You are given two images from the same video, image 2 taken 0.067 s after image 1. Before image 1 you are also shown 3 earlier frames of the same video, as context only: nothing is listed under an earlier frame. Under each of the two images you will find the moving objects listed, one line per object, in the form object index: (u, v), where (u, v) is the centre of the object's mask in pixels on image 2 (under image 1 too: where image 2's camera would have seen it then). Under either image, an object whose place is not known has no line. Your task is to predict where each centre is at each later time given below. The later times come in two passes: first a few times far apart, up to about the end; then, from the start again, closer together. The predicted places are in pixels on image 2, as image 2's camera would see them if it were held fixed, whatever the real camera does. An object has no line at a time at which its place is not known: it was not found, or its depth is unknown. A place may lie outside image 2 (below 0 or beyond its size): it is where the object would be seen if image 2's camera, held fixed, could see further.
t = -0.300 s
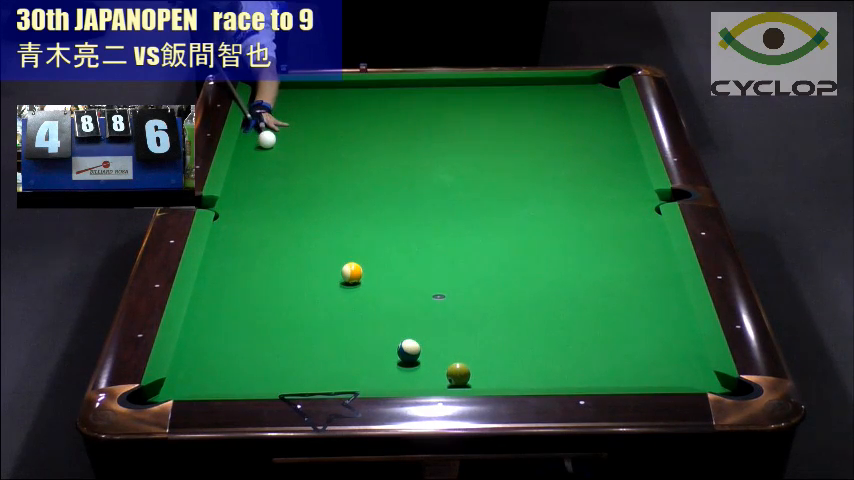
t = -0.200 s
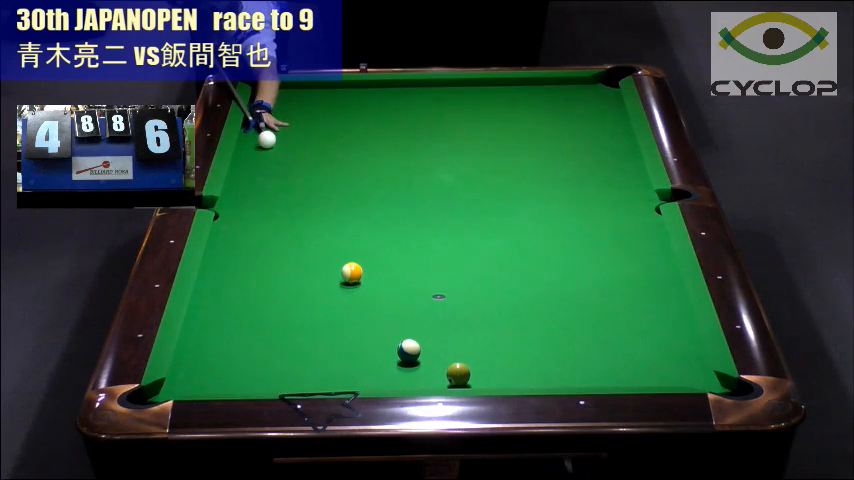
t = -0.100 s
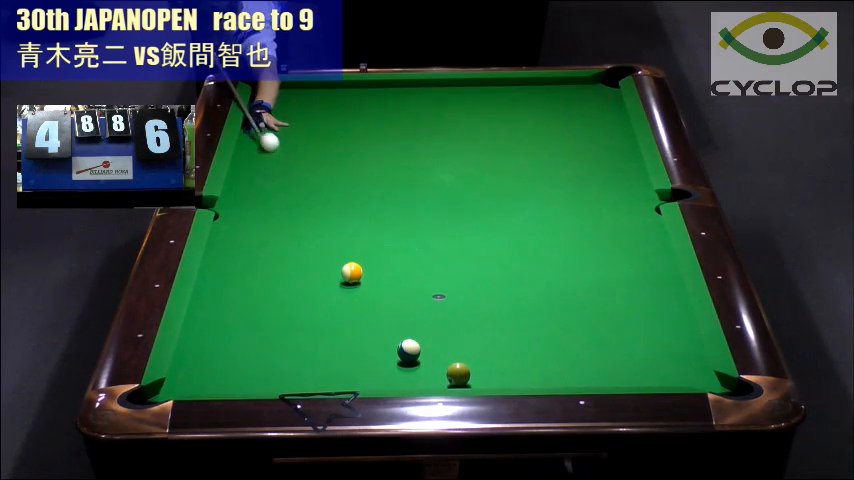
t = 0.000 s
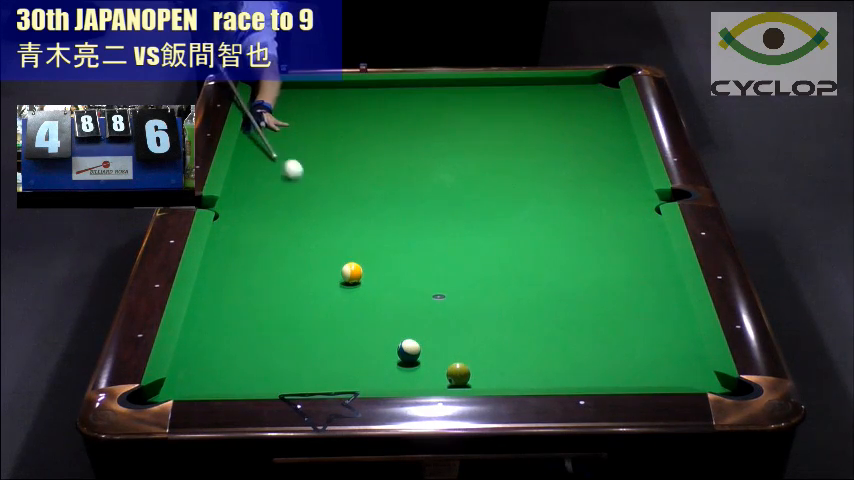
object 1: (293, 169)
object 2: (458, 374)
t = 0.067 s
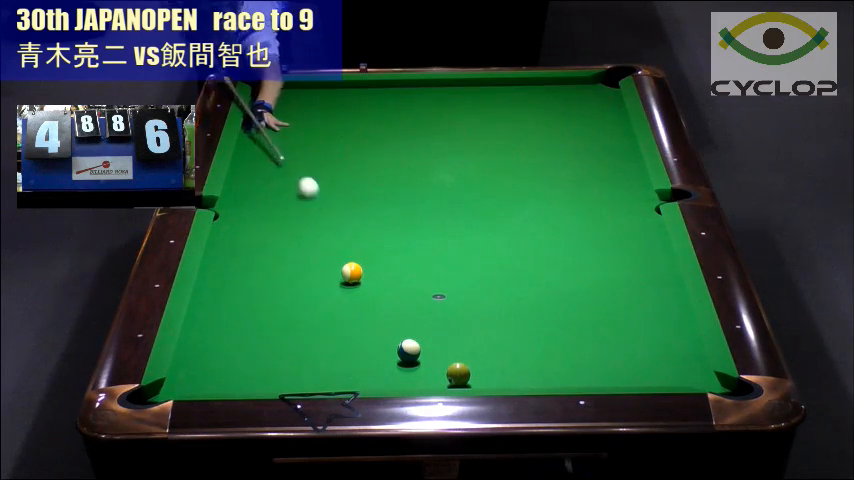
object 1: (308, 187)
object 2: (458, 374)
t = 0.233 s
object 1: (343, 229)
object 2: (458, 374)
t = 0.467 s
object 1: (383, 280)
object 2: (458, 374)
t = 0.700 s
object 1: (424, 333)
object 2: (458, 374)
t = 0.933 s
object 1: (443, 369)
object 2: (479, 379)
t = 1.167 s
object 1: (440, 383)
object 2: (506, 354)
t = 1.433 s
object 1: (415, 377)
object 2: (532, 326)
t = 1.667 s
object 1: (393, 371)
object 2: (554, 303)
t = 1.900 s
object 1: (375, 364)
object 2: (574, 283)
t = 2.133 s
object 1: (357, 358)
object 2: (592, 264)
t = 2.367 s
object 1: (341, 352)
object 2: (609, 247)
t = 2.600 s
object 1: (327, 348)
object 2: (624, 231)
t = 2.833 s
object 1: (314, 343)
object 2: (638, 217)
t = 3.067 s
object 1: (303, 340)
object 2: (651, 203)
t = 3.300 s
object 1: (293, 337)
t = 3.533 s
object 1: (284, 334)
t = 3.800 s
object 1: (277, 331)
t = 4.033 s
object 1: (271, 329)
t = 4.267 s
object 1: (267, 328)
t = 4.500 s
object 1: (265, 327)
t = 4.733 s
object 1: (264, 327)
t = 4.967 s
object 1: (264, 327)
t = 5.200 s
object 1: (264, 327)
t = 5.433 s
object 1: (264, 327)
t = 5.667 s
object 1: (264, 327)
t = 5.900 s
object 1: (264, 327)
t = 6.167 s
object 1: (264, 327)
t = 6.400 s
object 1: (264, 327)
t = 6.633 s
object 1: (264, 327)
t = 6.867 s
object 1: (264, 327)
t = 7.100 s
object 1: (264, 327)
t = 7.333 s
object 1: (264, 327)
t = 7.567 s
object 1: (264, 327)
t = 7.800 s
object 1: (264, 327)
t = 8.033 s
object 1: (264, 327)
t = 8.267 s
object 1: (264, 327)
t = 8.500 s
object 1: (264, 327)
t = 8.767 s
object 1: (263, 327)
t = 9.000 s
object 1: (264, 327)
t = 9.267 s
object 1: (260, 324)
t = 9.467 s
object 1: (264, 327)
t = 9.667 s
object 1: (264, 327)
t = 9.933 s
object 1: (264, 327)
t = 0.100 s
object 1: (315, 196)
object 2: (458, 374)
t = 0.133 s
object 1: (322, 205)
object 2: (458, 374)
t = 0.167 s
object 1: (329, 213)
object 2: (458, 374)
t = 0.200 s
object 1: (337, 221)
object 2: (458, 374)
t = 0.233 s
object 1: (343, 229)
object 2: (458, 374)
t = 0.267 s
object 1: (349, 237)
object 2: (458, 374)
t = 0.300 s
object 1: (356, 245)
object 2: (458, 374)
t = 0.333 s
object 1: (362, 252)
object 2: (458, 374)
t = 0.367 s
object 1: (368, 259)
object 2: (458, 374)
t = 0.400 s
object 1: (373, 266)
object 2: (458, 374)
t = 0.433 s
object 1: (378, 273)
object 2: (458, 374)
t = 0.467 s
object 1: (383, 280)
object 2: (458, 374)
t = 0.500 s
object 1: (389, 287)
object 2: (458, 374)
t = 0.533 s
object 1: (394, 294)
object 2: (458, 374)
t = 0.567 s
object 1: (400, 302)
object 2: (458, 374)
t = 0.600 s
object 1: (406, 310)
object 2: (458, 374)
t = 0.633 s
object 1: (412, 317)
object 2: (458, 374)
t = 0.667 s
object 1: (418, 325)
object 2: (458, 374)
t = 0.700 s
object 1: (424, 333)
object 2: (458, 374)
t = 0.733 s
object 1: (430, 342)
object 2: (458, 374)
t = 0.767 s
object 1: (436, 350)
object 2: (458, 374)
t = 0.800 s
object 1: (442, 358)
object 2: (458, 374)
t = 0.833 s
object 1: (446, 363)
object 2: (459, 375)
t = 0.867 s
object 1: (446, 366)
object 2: (467, 379)
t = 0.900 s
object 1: (444, 368)
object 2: (475, 381)
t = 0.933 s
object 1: (443, 369)
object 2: (479, 379)
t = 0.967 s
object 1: (442, 372)
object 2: (483, 377)
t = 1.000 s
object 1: (442, 374)
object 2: (487, 373)
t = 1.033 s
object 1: (442, 376)
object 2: (491, 370)
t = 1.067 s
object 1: (441, 378)
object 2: (495, 366)
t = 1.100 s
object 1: (441, 379)
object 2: (499, 362)
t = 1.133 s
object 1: (441, 381)
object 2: (502, 359)
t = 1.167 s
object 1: (440, 383)
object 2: (506, 354)
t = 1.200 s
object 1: (437, 382)
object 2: (509, 351)
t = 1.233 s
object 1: (434, 381)
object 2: (512, 347)
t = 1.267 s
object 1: (430, 380)
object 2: (516, 343)
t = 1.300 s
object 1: (427, 380)
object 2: (519, 340)
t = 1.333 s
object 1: (424, 379)
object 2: (523, 336)
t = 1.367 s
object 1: (421, 379)
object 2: (526, 333)
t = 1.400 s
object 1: (418, 378)
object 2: (529, 329)
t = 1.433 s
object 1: (415, 377)
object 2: (532, 326)
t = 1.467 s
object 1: (412, 377)
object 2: (536, 322)
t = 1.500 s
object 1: (409, 376)
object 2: (539, 319)
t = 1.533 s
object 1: (405, 375)
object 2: (542, 316)
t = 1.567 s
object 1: (402, 374)
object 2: (545, 313)
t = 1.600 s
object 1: (399, 373)
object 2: (548, 310)
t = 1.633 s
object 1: (396, 371)
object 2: (551, 307)
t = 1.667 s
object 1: (393, 371)
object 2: (554, 303)
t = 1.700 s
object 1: (391, 370)
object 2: (557, 300)
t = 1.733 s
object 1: (388, 369)
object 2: (560, 297)
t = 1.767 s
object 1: (385, 368)
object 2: (563, 294)
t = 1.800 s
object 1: (383, 367)
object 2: (566, 291)
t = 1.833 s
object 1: (380, 366)
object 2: (568, 289)
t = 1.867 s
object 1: (377, 365)
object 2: (571, 286)
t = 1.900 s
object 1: (375, 364)
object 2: (574, 283)
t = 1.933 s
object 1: (372, 363)
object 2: (576, 280)
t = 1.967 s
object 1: (369, 362)
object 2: (579, 277)
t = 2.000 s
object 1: (367, 361)
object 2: (582, 275)
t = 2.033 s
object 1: (364, 360)
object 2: (584, 272)
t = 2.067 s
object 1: (362, 360)
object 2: (587, 269)
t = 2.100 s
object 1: (360, 359)
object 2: (589, 267)
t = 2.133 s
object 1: (357, 358)
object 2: (592, 264)
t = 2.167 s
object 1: (355, 357)
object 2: (594, 262)
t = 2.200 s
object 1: (352, 356)
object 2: (597, 259)
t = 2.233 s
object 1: (350, 355)
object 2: (599, 257)
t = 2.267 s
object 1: (348, 355)
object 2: (602, 254)
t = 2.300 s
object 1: (346, 354)
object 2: (604, 252)
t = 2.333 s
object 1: (343, 353)
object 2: (606, 250)
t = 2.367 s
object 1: (341, 352)
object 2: (609, 247)
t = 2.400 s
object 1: (339, 352)
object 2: (611, 245)
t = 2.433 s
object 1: (337, 351)
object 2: (613, 243)
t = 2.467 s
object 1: (335, 350)
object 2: (615, 240)
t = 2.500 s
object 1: (333, 350)
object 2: (618, 238)
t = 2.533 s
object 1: (331, 349)
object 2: (620, 236)
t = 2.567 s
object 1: (329, 348)
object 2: (622, 234)
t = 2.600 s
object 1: (327, 348)
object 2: (624, 231)
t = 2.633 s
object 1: (325, 347)
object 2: (627, 229)
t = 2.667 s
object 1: (323, 347)
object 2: (628, 228)
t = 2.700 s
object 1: (321, 346)
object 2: (631, 225)
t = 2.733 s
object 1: (319, 345)
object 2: (633, 223)
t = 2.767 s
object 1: (317, 345)
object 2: (634, 221)
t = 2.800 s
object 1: (316, 344)
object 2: (636, 219)
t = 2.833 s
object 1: (314, 343)
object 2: (638, 217)
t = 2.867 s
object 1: (312, 343)
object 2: (640, 215)
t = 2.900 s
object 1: (311, 342)
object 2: (642, 213)
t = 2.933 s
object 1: (309, 341)
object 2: (644, 211)
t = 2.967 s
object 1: (308, 341)
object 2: (646, 209)
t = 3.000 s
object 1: (306, 341)
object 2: (648, 207)
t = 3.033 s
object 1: (304, 340)
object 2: (650, 205)
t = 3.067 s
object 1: (303, 340)
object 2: (651, 203)
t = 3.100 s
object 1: (301, 339)
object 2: (653, 201)
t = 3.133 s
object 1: (300, 339)
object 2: (654, 199)
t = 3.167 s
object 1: (298, 338)
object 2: (657, 197)
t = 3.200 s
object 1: (297, 338)
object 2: (660, 196)
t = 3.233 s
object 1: (295, 337)
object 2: (662, 197)
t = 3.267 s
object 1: (294, 337)
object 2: (662, 202)
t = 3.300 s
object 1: (293, 337)
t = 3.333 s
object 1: (291, 336)
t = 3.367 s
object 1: (290, 336)
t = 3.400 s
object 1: (289, 335)
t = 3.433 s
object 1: (288, 335)
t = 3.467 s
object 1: (287, 334)
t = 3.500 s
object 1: (286, 334)
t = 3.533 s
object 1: (284, 334)
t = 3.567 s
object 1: (283, 333)
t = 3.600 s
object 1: (282, 333)
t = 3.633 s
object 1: (281, 333)
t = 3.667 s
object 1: (281, 332)
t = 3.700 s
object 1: (280, 332)
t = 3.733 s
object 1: (278, 332)
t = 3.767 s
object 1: (277, 331)
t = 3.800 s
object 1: (277, 331)
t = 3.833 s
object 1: (276, 331)
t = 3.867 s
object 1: (275, 330)
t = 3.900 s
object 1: (274, 330)
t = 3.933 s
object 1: (273, 330)
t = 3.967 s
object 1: (273, 330)
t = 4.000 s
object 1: (272, 330)
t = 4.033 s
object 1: (271, 329)
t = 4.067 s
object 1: (270, 329)
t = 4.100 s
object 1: (270, 329)
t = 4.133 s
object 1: (269, 329)
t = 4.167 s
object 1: (269, 329)
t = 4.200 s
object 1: (268, 329)
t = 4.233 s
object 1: (268, 329)
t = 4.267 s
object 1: (267, 328)
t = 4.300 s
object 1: (267, 328)
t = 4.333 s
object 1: (266, 328)
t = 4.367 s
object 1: (266, 328)
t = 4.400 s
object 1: (265, 328)
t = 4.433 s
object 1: (265, 328)
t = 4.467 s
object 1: (265, 327)
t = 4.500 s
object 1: (265, 327)
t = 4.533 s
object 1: (264, 327)
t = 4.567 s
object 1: (264, 327)
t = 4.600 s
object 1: (264, 327)
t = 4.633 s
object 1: (264, 327)
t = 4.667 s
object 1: (264, 327)
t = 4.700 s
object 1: (264, 327)
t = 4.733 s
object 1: (264, 327)
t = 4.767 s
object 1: (264, 327)
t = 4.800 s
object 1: (263, 327)
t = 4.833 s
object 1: (263, 327)
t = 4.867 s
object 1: (263, 327)
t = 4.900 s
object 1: (264, 327)
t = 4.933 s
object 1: (264, 327)
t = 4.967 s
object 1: (264, 327)
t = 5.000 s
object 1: (264, 327)
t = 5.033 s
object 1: (264, 327)
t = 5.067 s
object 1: (264, 327)
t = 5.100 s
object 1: (264, 327)
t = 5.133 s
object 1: (264, 327)
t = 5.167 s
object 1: (264, 327)
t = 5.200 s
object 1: (264, 327)
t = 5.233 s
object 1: (264, 327)
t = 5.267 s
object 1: (264, 327)
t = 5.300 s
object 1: (264, 327)
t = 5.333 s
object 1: (264, 327)
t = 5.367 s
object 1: (264, 327)
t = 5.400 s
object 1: (264, 327)
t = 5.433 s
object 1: (264, 327)
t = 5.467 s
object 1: (264, 327)
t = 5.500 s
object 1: (264, 327)
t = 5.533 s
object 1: (264, 327)
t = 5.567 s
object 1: (264, 327)
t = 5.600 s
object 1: (264, 327)
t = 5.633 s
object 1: (264, 327)
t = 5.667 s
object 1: (264, 327)
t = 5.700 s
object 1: (264, 327)
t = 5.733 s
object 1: (264, 327)
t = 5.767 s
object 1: (264, 327)
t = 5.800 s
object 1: (264, 327)
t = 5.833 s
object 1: (264, 327)
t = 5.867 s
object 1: (264, 327)
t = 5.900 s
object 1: (264, 327)
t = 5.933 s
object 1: (264, 327)
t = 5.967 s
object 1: (264, 327)
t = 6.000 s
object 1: (264, 327)
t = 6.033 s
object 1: (264, 327)
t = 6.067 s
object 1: (264, 327)
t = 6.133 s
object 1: (264, 327)
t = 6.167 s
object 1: (264, 327)
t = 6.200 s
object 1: (264, 327)
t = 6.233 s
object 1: (264, 327)
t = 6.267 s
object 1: (264, 327)
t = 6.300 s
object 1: (264, 327)
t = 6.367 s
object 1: (264, 327)
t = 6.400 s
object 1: (264, 327)
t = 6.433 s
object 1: (264, 327)
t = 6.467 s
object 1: (264, 327)
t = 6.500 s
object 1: (264, 327)
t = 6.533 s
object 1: (264, 327)
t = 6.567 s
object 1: (264, 327)
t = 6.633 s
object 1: (264, 327)
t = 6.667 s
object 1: (264, 327)
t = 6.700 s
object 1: (264, 327)
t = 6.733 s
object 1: (264, 327)
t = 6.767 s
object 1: (264, 327)
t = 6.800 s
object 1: (264, 327)
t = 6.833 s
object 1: (264, 327)
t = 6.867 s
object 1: (264, 327)
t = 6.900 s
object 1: (264, 327)
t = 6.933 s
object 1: (264, 327)
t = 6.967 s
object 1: (264, 327)
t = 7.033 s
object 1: (264, 327)
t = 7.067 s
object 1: (264, 327)
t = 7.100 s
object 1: (264, 327)
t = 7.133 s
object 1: (264, 327)
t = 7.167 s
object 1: (264, 327)
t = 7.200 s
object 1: (264, 327)
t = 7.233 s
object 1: (264, 327)
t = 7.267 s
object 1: (264, 327)
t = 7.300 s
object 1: (264, 327)
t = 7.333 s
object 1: (264, 327)
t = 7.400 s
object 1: (264, 327)
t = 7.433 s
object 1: (264, 327)
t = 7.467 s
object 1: (264, 327)
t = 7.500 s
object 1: (264, 327)
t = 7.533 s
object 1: (264, 327)
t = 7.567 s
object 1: (264, 327)
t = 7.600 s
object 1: (264, 327)
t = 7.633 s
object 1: (264, 327)
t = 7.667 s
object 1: (264, 327)
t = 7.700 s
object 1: (264, 327)
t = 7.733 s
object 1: (264, 327)
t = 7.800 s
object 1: (264, 327)
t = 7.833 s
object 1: (264, 327)
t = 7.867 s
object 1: (264, 327)
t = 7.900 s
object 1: (264, 327)
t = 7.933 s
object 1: (264, 327)
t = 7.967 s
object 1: (264, 327)
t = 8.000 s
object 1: (264, 327)
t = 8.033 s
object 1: (264, 327)
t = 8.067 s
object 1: (264, 327)
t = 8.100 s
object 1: (264, 327)
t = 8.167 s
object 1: (264, 327)
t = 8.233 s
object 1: (264, 327)
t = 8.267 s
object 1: (264, 327)
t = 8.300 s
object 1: (264, 327)
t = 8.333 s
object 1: (264, 327)
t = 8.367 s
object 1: (264, 327)
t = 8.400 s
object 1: (264, 327)
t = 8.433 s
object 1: (264, 327)
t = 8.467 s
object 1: (264, 327)
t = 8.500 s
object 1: (264, 327)
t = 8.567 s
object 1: (263, 328)
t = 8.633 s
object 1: (263, 327)
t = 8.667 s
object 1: (263, 327)
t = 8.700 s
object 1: (263, 327)
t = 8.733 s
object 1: (263, 327)
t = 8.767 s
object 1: (263, 327)
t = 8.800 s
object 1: (264, 327)
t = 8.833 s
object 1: (264, 327)
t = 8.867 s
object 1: (264, 327)
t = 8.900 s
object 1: (264, 327)
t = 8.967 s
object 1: (263, 327)
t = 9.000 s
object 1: (264, 327)
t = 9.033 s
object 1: (264, 327)
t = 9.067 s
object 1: (263, 327)
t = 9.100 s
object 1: (266, 329)
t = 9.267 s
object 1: (260, 324)
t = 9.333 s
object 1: (264, 327)
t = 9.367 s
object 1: (264, 327)
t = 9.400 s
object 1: (264, 327)
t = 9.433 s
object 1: (264, 327)
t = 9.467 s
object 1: (264, 327)
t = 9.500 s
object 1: (264, 327)
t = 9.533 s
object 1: (264, 327)
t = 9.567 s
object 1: (264, 327)
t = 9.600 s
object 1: (264, 327)
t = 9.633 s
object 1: (264, 327)
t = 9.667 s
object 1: (264, 327)
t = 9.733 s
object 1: (264, 327)
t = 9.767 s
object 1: (264, 327)
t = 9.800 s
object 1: (264, 327)
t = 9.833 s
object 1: (264, 327)
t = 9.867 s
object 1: (264, 327)
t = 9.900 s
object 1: (264, 327)
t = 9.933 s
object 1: (264, 327)
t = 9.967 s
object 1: (264, 327)
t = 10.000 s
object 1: (264, 327)
